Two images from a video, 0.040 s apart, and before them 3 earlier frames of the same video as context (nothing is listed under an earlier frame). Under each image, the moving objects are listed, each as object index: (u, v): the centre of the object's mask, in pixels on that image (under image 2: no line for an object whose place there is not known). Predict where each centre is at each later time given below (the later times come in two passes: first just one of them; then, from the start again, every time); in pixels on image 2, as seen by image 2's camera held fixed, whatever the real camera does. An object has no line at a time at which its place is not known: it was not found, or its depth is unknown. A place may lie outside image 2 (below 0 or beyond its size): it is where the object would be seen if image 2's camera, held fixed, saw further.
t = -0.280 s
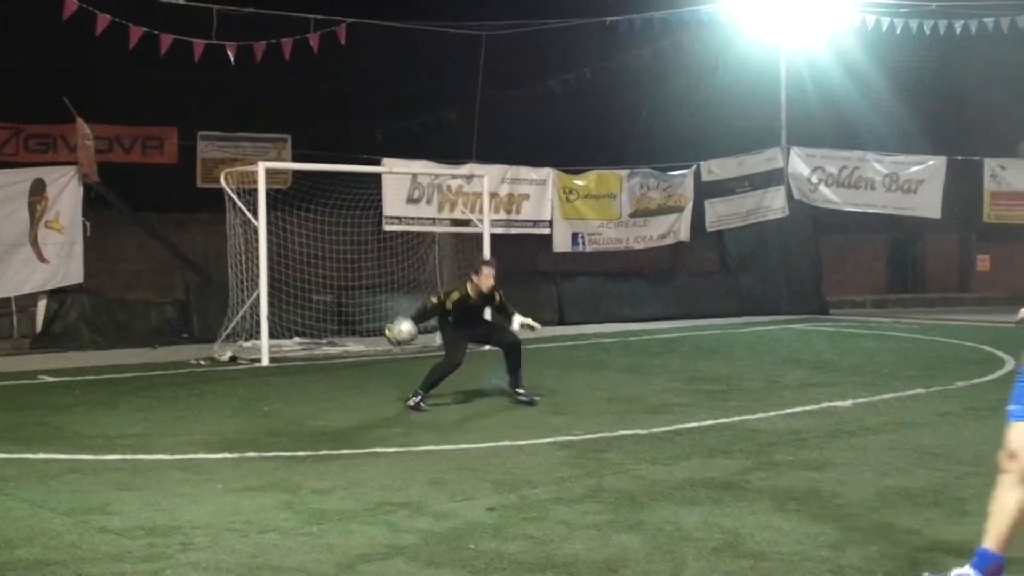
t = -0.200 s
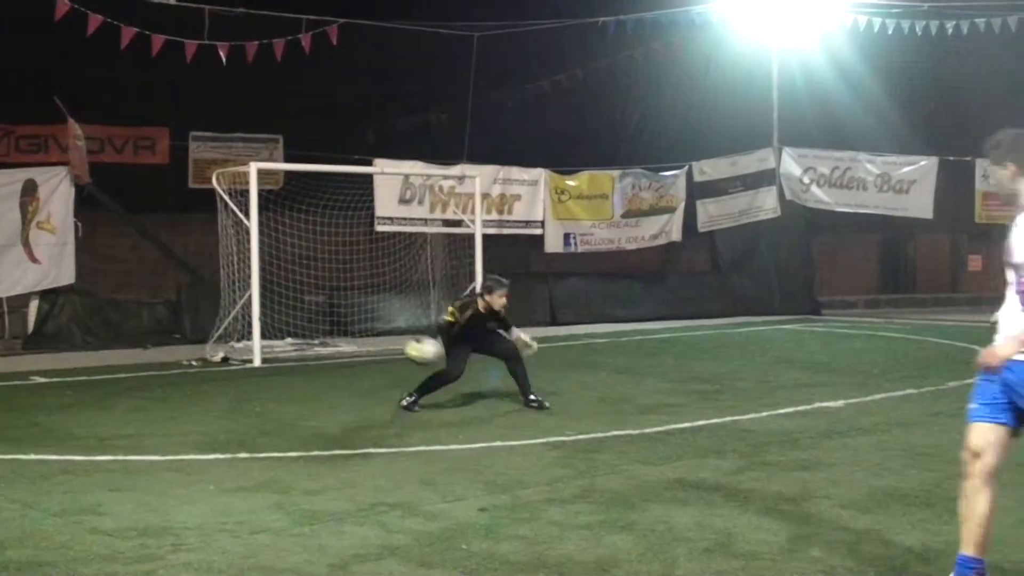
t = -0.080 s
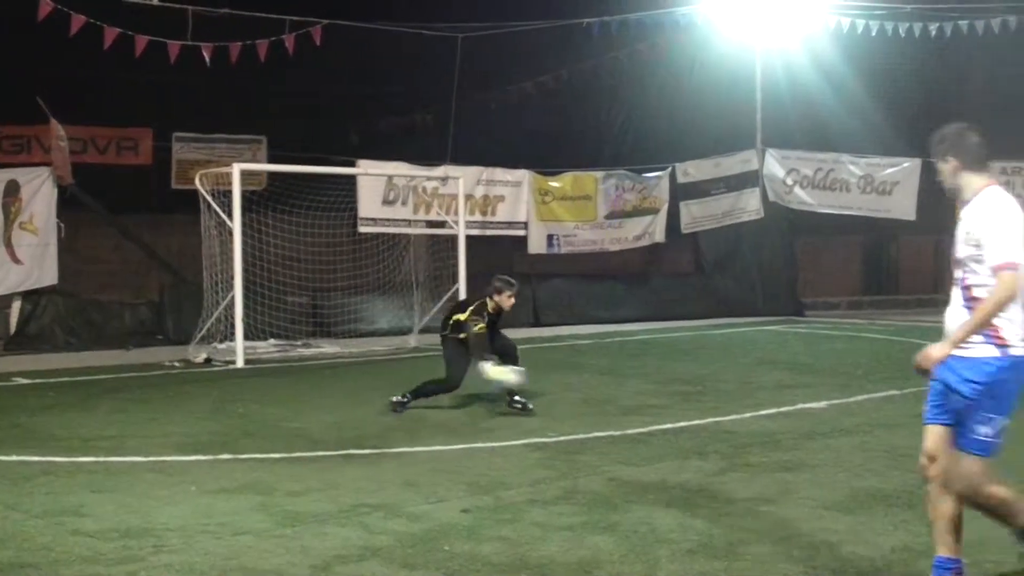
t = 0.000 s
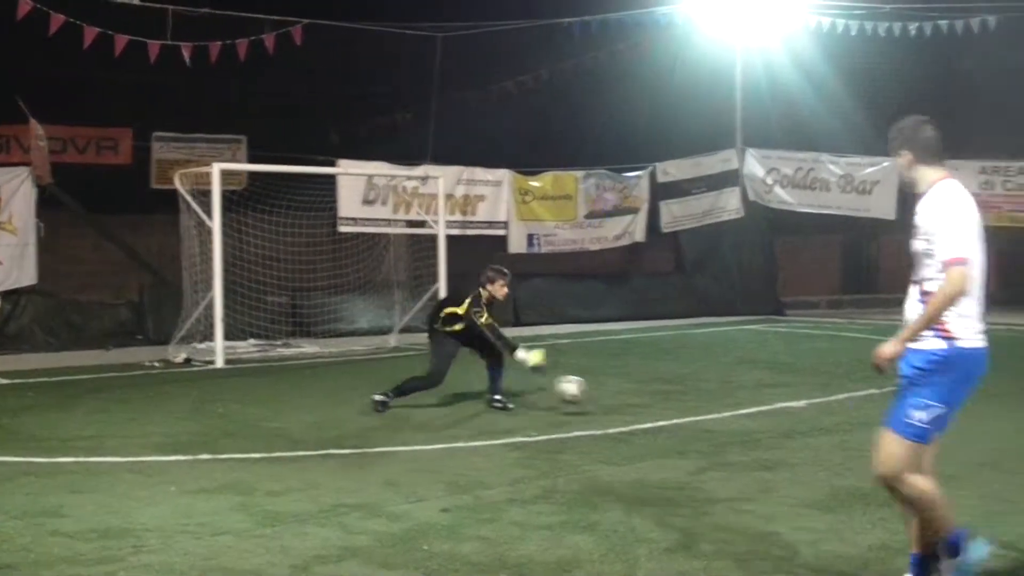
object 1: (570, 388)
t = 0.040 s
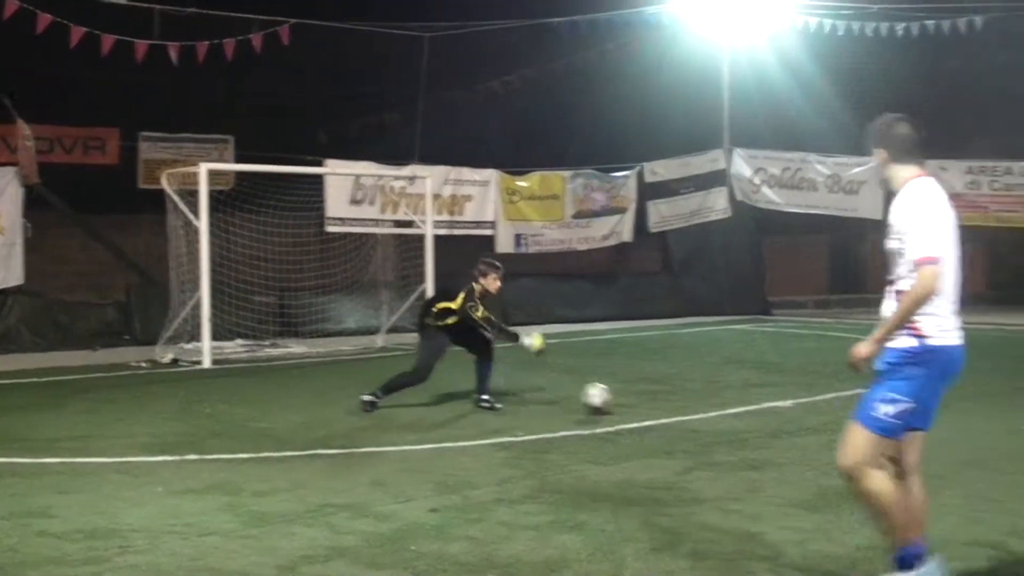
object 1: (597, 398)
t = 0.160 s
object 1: (687, 391)
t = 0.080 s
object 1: (632, 400)
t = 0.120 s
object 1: (659, 395)
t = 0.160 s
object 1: (687, 391)
